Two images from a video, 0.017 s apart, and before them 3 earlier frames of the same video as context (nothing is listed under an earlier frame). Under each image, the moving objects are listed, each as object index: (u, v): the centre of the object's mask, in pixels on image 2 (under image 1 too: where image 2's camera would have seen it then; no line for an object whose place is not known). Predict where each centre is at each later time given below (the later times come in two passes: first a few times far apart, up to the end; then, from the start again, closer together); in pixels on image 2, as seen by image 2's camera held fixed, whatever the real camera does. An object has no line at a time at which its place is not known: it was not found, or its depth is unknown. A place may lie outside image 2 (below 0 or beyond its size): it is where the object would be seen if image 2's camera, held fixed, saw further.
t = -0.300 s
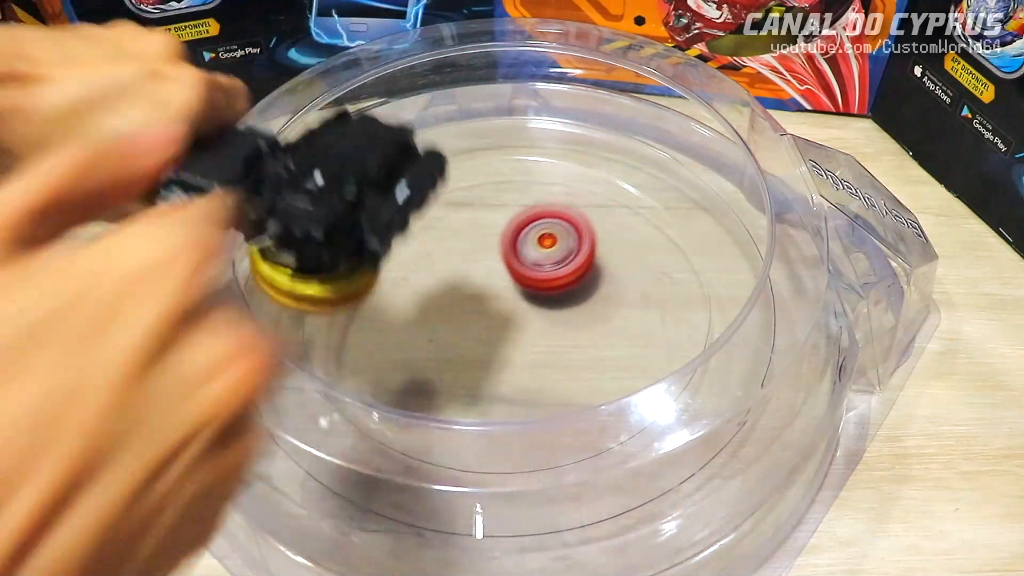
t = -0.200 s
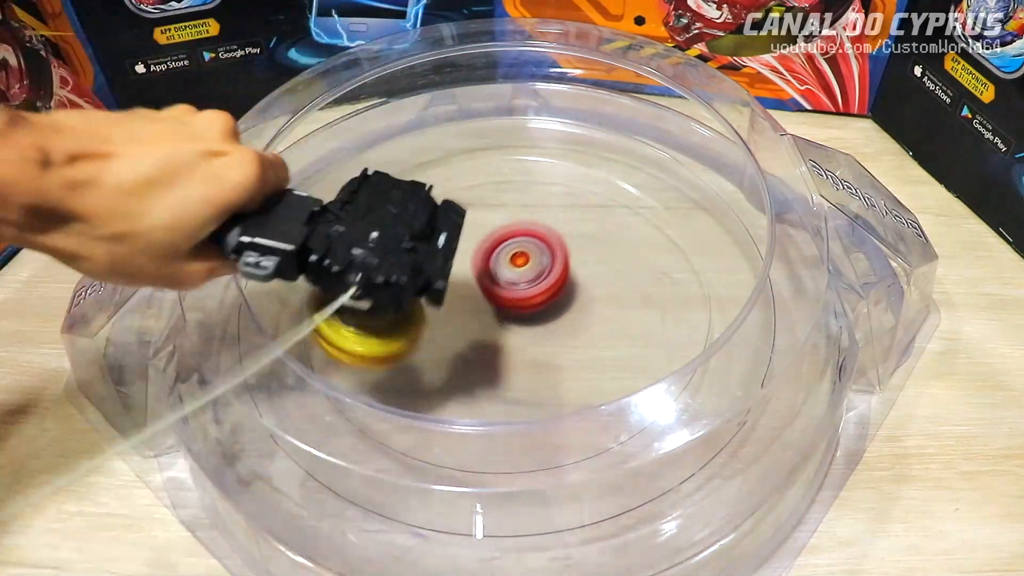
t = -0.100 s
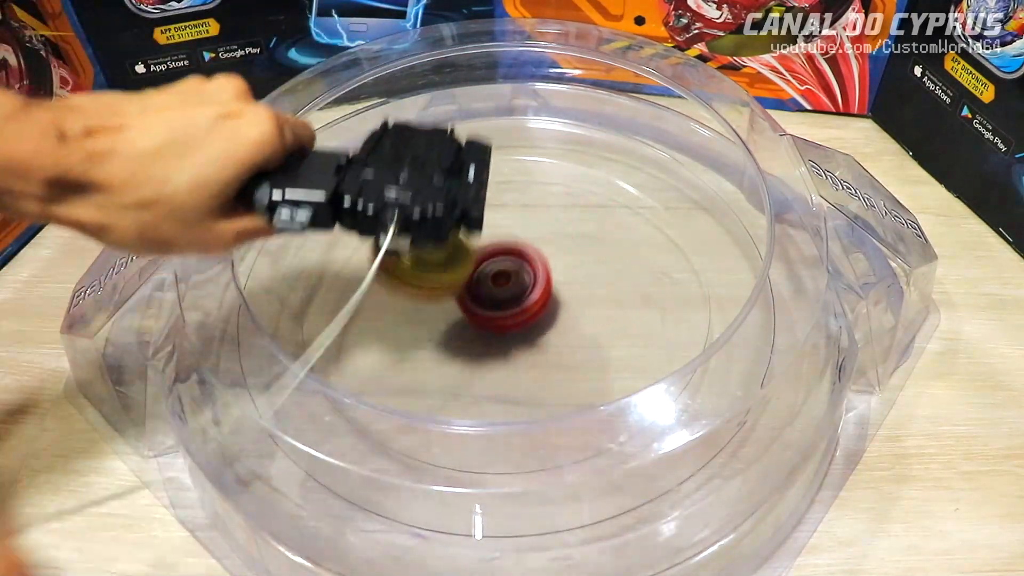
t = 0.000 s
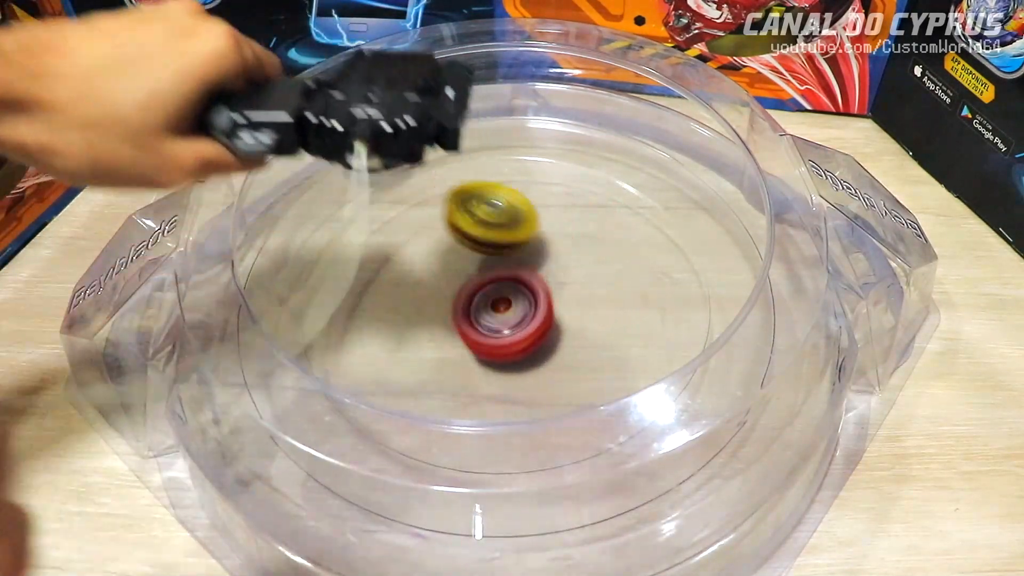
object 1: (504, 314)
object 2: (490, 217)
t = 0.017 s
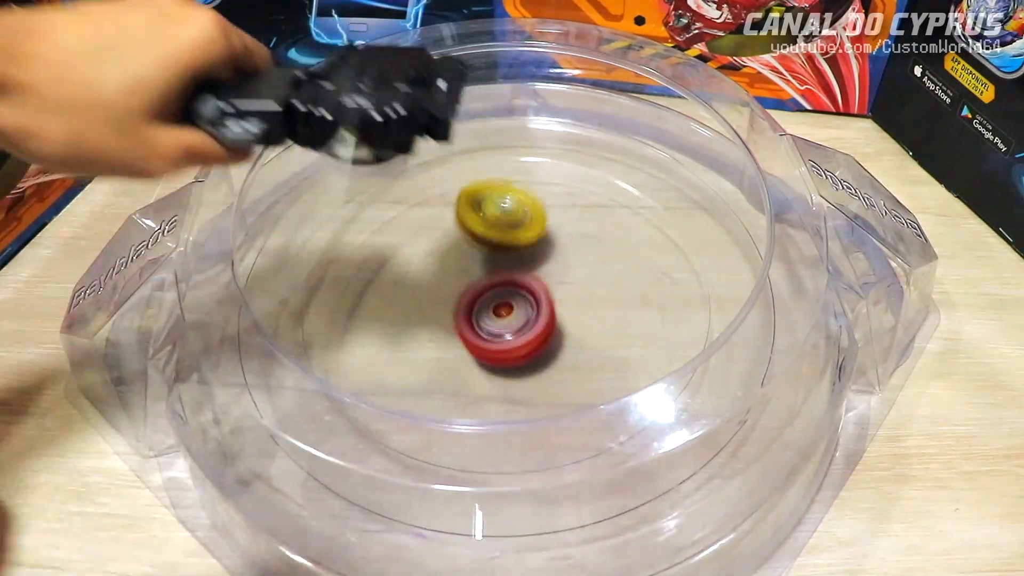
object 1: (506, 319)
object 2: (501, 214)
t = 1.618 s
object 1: (485, 321)
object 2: (449, 178)
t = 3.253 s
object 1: (465, 296)
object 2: (804, 297)
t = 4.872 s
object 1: (571, 321)
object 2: (271, 324)
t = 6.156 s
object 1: (445, 298)
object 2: (628, 136)
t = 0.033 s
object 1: (508, 322)
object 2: (505, 198)
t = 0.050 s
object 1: (511, 327)
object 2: (509, 186)
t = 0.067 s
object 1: (515, 331)
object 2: (513, 176)
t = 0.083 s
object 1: (518, 334)
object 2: (518, 169)
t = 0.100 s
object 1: (522, 337)
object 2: (522, 165)
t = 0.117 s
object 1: (527, 339)
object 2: (527, 164)
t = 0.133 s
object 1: (532, 341)
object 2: (531, 164)
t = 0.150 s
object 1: (538, 342)
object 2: (531, 154)
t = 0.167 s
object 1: (543, 342)
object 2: (530, 143)
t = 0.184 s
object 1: (550, 343)
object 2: (529, 137)
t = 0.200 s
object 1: (556, 342)
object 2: (529, 134)
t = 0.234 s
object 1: (569, 339)
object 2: (527, 135)
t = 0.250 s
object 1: (575, 337)
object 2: (525, 134)
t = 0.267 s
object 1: (581, 334)
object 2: (523, 132)
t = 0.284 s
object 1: (587, 332)
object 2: (520, 132)
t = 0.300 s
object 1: (591, 329)
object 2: (518, 137)
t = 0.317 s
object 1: (595, 326)
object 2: (515, 143)
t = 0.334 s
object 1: (597, 324)
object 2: (511, 145)
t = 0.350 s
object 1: (598, 320)
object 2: (506, 145)
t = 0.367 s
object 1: (599, 318)
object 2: (500, 148)
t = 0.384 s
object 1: (599, 315)
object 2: (495, 154)
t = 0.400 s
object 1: (598, 313)
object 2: (490, 157)
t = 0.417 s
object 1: (596, 310)
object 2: (485, 161)
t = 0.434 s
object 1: (593, 307)
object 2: (480, 167)
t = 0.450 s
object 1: (590, 305)
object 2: (474, 173)
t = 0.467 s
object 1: (587, 303)
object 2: (469, 179)
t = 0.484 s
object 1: (583, 301)
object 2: (464, 188)
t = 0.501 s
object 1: (578, 299)
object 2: (459, 195)
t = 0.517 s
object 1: (573, 298)
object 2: (455, 204)
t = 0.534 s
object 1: (567, 296)
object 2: (450, 212)
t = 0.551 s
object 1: (562, 294)
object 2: (445, 223)
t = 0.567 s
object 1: (556, 293)
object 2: (441, 232)
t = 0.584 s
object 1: (550, 291)
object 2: (438, 241)
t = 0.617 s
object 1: (538, 289)
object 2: (434, 261)
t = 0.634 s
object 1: (533, 288)
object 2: (432, 269)
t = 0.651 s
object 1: (537, 290)
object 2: (425, 273)
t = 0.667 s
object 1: (541, 292)
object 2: (418, 276)
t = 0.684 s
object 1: (544, 294)
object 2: (412, 279)
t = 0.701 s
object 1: (547, 296)
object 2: (408, 283)
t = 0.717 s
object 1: (549, 298)
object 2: (406, 286)
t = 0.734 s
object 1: (550, 300)
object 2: (405, 289)
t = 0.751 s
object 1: (550, 301)
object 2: (406, 292)
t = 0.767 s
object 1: (550, 303)
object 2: (408, 294)
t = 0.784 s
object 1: (549, 304)
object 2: (413, 297)
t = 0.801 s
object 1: (549, 305)
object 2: (419, 300)
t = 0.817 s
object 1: (548, 306)
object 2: (427, 302)
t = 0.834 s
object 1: (548, 307)
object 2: (436, 304)
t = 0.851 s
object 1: (555, 308)
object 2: (440, 304)
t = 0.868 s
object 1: (575, 308)
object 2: (430, 300)
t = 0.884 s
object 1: (593, 307)
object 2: (422, 296)
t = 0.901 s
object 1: (609, 307)
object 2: (416, 292)
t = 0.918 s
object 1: (624, 306)
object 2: (412, 288)
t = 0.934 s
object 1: (637, 304)
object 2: (409, 285)
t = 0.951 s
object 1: (649, 302)
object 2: (408, 283)
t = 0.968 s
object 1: (658, 301)
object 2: (410, 281)
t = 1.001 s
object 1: (671, 298)
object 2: (417, 280)
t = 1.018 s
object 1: (674, 297)
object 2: (423, 281)
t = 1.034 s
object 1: (675, 297)
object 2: (430, 281)
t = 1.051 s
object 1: (676, 295)
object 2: (437, 282)
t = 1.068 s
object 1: (675, 294)
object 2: (445, 282)
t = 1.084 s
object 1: (673, 293)
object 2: (453, 281)
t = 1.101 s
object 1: (671, 292)
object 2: (461, 280)
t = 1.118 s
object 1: (668, 291)
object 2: (469, 278)
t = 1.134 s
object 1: (665, 290)
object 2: (476, 275)
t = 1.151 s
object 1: (662, 289)
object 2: (484, 272)
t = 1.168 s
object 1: (657, 289)
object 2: (490, 269)
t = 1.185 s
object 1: (653, 288)
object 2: (497, 266)
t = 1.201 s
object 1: (648, 287)
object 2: (504, 262)
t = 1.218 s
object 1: (642, 287)
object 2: (510, 257)
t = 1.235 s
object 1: (636, 286)
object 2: (515, 254)
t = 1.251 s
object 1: (629, 286)
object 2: (519, 249)
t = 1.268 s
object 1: (622, 286)
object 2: (523, 246)
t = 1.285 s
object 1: (614, 285)
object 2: (526, 242)
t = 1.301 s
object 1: (607, 285)
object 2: (528, 238)
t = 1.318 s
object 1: (600, 286)
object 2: (529, 234)
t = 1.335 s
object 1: (595, 290)
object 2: (528, 226)
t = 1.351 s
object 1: (590, 294)
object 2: (525, 220)
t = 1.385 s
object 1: (579, 301)
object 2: (517, 206)
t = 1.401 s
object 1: (573, 303)
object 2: (513, 200)
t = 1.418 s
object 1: (567, 306)
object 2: (509, 194)
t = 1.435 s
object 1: (560, 308)
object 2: (504, 190)
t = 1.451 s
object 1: (553, 309)
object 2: (499, 186)
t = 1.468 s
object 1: (545, 311)
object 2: (493, 182)
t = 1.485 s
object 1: (538, 312)
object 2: (488, 180)
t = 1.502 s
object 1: (531, 314)
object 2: (484, 177)
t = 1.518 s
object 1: (524, 314)
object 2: (479, 176)
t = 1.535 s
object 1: (517, 316)
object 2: (474, 175)
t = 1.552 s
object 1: (510, 317)
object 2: (469, 175)
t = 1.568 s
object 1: (504, 318)
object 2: (464, 175)
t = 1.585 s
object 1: (497, 319)
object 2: (459, 176)
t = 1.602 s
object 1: (491, 320)
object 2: (454, 177)
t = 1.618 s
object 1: (485, 321)
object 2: (449, 178)
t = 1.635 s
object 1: (479, 322)
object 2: (445, 180)
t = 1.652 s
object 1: (475, 324)
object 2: (441, 183)
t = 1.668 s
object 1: (470, 324)
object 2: (437, 187)
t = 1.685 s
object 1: (466, 325)
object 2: (434, 193)
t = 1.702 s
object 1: (463, 326)
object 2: (431, 199)
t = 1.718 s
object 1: (460, 326)
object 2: (429, 207)
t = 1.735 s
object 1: (458, 326)
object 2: (429, 215)
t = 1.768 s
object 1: (455, 327)
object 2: (430, 233)
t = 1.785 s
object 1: (454, 328)
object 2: (432, 243)
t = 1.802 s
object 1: (455, 346)
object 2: (437, 239)
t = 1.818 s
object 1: (455, 366)
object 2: (442, 222)
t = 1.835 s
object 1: (456, 381)
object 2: (447, 205)
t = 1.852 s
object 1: (458, 413)
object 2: (453, 191)
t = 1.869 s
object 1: (458, 441)
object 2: (459, 178)
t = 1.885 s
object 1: (456, 465)
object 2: (463, 168)
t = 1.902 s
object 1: (460, 479)
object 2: (466, 157)
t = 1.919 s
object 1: (463, 498)
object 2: (470, 148)
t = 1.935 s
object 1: (466, 524)
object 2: (473, 141)
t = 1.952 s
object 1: (472, 529)
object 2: (475, 134)
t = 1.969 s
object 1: (479, 518)
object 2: (478, 130)
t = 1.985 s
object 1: (487, 508)
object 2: (481, 125)
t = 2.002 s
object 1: (494, 500)
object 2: (485, 120)
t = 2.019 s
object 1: (502, 494)
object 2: (489, 118)
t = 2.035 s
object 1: (509, 491)
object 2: (494, 113)
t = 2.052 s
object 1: (516, 487)
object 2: (499, 109)
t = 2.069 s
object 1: (521, 479)
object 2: (505, 106)
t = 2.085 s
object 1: (524, 463)
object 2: (510, 101)
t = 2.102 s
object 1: (528, 455)
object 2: (515, 98)
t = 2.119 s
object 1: (532, 449)
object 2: (519, 97)
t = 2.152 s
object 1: (538, 434)
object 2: (527, 97)
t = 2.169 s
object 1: (539, 425)
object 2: (530, 96)
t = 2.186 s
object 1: (540, 420)
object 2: (534, 96)
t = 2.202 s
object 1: (542, 414)
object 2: (537, 97)
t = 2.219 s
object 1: (540, 393)
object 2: (541, 97)
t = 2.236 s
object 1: (541, 389)
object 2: (545, 97)
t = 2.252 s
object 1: (542, 385)
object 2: (548, 97)
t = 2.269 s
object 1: (542, 376)
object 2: (553, 98)
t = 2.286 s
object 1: (541, 367)
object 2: (556, 97)
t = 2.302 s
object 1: (540, 357)
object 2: (560, 98)
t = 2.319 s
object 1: (538, 347)
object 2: (565, 98)
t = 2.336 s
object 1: (536, 337)
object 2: (570, 98)
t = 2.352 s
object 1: (532, 326)
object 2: (575, 98)
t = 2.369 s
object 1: (528, 317)
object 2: (581, 98)
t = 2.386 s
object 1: (523, 306)
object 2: (587, 98)
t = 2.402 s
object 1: (517, 297)
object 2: (594, 98)
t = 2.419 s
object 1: (510, 288)
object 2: (600, 97)
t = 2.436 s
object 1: (503, 279)
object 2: (608, 98)
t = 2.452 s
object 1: (496, 271)
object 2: (614, 98)
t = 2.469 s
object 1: (489, 264)
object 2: (621, 100)
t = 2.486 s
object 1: (481, 258)
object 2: (627, 103)
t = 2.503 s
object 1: (473, 252)
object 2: (633, 105)
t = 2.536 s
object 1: (457, 243)
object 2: (648, 109)
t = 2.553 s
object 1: (450, 240)
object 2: (655, 112)
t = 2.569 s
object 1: (442, 237)
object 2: (661, 115)
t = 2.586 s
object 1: (434, 235)
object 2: (670, 115)
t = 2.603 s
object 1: (426, 234)
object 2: (677, 118)
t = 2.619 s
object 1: (418, 233)
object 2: (685, 121)
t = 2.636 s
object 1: (410, 231)
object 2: (692, 124)
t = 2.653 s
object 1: (403, 230)
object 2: (700, 127)
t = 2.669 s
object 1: (395, 230)
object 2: (706, 131)
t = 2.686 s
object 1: (388, 230)
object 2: (712, 136)
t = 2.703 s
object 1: (381, 230)
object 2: (715, 140)
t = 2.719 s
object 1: (374, 229)
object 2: (716, 144)
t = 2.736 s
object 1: (368, 229)
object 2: (718, 151)
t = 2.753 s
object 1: (362, 229)
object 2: (721, 155)
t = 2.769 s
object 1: (356, 229)
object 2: (724, 161)
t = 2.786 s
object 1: (351, 230)
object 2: (729, 166)
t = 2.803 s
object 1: (346, 230)
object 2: (734, 170)
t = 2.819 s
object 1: (341, 231)
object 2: (739, 175)
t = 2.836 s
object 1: (336, 232)
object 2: (745, 181)
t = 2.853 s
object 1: (333, 233)
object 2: (751, 186)
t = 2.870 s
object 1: (331, 235)
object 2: (757, 191)
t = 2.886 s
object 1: (330, 236)
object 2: (762, 197)
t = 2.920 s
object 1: (330, 238)
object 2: (775, 208)
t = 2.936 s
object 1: (331, 240)
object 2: (782, 214)
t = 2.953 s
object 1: (333, 242)
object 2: (790, 218)
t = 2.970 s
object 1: (336, 244)
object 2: (796, 224)
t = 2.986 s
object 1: (339, 246)
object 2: (803, 230)
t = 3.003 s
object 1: (342, 248)
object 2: (810, 237)
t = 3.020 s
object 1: (347, 251)
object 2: (818, 244)
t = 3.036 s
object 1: (352, 253)
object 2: (825, 250)
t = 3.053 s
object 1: (358, 256)
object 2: (831, 256)
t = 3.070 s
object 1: (364, 259)
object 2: (836, 261)
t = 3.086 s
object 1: (371, 261)
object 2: (838, 267)
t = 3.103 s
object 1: (378, 265)
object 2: (835, 270)
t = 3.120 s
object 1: (386, 268)
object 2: (830, 272)
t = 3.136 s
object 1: (394, 271)
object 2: (826, 273)
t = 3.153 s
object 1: (404, 275)
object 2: (822, 276)
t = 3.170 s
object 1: (412, 278)
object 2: (819, 278)
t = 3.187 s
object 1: (422, 283)
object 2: (815, 282)
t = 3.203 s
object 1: (433, 285)
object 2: (812, 284)
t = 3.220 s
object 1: (443, 289)
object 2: (809, 288)
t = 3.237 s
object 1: (455, 293)
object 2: (806, 292)
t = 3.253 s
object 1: (465, 296)
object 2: (804, 297)
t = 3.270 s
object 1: (476, 298)
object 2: (802, 301)
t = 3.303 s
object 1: (498, 299)
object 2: (799, 313)
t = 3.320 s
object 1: (509, 298)
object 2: (799, 319)
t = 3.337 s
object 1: (519, 297)
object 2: (797, 324)
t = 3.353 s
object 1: (528, 295)
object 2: (795, 331)
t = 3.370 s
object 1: (537, 292)
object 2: (791, 336)
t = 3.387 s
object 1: (545, 288)
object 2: (789, 344)
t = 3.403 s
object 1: (553, 284)
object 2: (787, 349)
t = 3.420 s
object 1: (558, 280)
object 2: (785, 356)
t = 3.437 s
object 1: (564, 275)
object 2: (783, 364)
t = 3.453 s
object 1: (569, 270)
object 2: (780, 371)
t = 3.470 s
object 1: (572, 264)
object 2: (777, 379)
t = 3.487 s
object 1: (575, 258)
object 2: (775, 386)
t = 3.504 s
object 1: (576, 253)
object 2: (772, 394)
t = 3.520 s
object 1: (578, 248)
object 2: (771, 401)
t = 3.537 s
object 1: (580, 241)
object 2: (768, 410)
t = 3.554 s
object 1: (580, 236)
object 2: (765, 418)
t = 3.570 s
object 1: (581, 230)
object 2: (760, 425)
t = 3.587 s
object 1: (581, 225)
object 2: (753, 429)
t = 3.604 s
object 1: (582, 219)
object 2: (747, 434)
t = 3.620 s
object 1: (581, 214)
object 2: (741, 441)
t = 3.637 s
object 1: (581, 209)
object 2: (736, 447)
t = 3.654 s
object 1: (580, 205)
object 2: (731, 453)
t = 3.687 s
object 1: (579, 196)
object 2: (712, 465)
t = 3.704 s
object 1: (578, 192)
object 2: (704, 470)
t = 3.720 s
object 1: (577, 188)
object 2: (696, 477)
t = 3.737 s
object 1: (576, 185)
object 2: (687, 482)
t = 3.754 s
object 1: (575, 182)
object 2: (678, 488)
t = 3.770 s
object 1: (574, 181)
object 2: (670, 493)
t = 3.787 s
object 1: (573, 181)
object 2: (661, 497)
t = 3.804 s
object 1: (571, 181)
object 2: (651, 500)
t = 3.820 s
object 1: (570, 181)
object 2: (641, 505)
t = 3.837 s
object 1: (569, 183)
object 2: (631, 508)
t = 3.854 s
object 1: (567, 184)
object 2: (620, 512)
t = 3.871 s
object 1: (565, 186)
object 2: (610, 516)
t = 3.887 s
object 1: (563, 190)
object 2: (600, 518)
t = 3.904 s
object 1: (561, 192)
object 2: (590, 520)
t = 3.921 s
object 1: (558, 196)
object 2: (579, 522)
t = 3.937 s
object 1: (556, 199)
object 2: (568, 524)
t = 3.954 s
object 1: (553, 204)
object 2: (557, 524)
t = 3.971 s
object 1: (550, 209)
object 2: (545, 525)
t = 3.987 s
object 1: (547, 214)
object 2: (534, 526)
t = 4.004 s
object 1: (544, 219)
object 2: (523, 527)
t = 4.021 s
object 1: (541, 226)
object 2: (511, 527)
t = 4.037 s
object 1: (537, 232)
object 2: (500, 528)
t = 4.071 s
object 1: (530, 247)
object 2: (478, 527)
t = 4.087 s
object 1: (527, 253)
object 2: (466, 526)
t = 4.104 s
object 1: (522, 262)
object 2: (455, 526)
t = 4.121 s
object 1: (519, 268)
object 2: (444, 525)
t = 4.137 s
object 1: (516, 276)
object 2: (434, 524)
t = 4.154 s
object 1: (514, 283)
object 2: (423, 523)
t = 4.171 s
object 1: (512, 290)
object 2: (413, 521)
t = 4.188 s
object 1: (511, 298)
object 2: (403, 520)
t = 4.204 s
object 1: (511, 305)
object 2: (393, 518)
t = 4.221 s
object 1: (512, 311)
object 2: (383, 514)
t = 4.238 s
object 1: (513, 316)
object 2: (373, 511)
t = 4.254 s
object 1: (515, 323)
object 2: (364, 508)
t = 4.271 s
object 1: (518, 328)
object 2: (355, 504)
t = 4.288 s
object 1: (521, 332)
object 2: (346, 500)
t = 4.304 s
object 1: (525, 336)
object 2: (338, 496)
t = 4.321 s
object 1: (530, 340)
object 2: (329, 492)
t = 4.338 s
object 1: (535, 343)
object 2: (321, 488)
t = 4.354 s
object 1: (541, 345)
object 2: (312, 484)
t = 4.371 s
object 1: (547, 347)
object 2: (305, 479)
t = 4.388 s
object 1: (554, 348)
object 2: (298, 475)
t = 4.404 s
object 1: (561, 350)
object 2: (290, 470)
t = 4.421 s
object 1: (567, 350)
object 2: (284, 465)
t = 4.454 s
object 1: (580, 350)
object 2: (269, 455)
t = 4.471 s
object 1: (587, 351)
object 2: (264, 450)
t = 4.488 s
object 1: (593, 350)
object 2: (257, 445)
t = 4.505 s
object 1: (599, 350)
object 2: (251, 440)
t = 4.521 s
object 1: (605, 349)
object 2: (246, 434)
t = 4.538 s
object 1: (611, 348)
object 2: (241, 428)
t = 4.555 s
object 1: (616, 347)
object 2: (238, 423)
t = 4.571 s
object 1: (620, 346)
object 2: (236, 417)
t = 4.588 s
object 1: (623, 345)
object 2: (232, 409)
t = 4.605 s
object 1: (624, 345)
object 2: (232, 404)
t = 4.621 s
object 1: (625, 344)
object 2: (233, 397)
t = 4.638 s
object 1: (625, 343)
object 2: (231, 392)
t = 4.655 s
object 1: (624, 342)
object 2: (231, 385)
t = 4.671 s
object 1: (623, 341)
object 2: (232, 378)
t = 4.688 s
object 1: (621, 340)
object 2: (232, 371)
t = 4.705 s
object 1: (619, 338)
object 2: (232, 364)
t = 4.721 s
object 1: (616, 337)
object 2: (233, 358)
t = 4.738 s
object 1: (613, 336)
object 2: (234, 353)
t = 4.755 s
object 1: (609, 334)
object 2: (237, 349)
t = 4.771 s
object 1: (604, 332)
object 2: (241, 347)
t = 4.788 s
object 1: (600, 331)
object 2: (248, 344)
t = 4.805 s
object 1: (595, 329)
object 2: (254, 341)
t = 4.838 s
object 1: (583, 325)
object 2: (264, 333)
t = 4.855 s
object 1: (578, 323)
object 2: (268, 328)
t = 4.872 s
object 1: (571, 321)
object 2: (271, 324)
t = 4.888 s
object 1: (564, 318)
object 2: (275, 318)
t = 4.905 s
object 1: (557, 316)
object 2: (279, 312)
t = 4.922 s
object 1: (550, 313)
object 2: (281, 307)
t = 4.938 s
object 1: (543, 311)
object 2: (284, 301)
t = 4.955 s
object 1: (536, 308)
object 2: (288, 296)
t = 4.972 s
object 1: (529, 307)
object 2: (291, 290)
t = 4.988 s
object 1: (521, 305)
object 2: (294, 285)
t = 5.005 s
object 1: (514, 304)
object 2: (297, 280)
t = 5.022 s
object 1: (505, 303)
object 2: (302, 277)
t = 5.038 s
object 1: (498, 303)
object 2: (308, 275)
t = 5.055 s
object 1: (490, 303)
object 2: (315, 272)
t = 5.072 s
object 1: (482, 303)
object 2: (323, 272)
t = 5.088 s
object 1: (475, 304)
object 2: (332, 272)
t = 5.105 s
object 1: (468, 306)
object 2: (341, 272)
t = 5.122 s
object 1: (461, 308)
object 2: (351, 273)
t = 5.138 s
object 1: (463, 317)
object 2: (357, 271)
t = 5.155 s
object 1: (496, 334)
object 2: (334, 251)
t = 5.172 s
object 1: (532, 350)
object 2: (312, 230)
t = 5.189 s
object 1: (569, 365)
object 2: (293, 210)
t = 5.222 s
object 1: (628, 372)
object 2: (262, 183)
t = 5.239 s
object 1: (681, 385)
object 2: (271, 178)
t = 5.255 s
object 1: (715, 402)
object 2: (279, 172)
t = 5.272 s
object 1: (748, 413)
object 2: (288, 167)
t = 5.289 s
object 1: (762, 419)
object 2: (298, 165)
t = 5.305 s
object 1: (768, 411)
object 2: (305, 160)
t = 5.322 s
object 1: (763, 399)
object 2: (312, 157)
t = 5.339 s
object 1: (761, 390)
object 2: (318, 152)
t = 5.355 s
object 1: (756, 383)
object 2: (326, 149)
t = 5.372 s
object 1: (750, 374)
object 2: (332, 146)
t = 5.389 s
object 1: (742, 361)
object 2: (337, 143)
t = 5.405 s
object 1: (736, 354)
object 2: (343, 141)
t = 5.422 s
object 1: (729, 344)
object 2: (349, 139)
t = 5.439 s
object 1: (722, 335)
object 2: (353, 138)
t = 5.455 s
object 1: (715, 327)
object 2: (358, 138)
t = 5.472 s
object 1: (706, 321)
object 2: (364, 141)
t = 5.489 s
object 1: (695, 315)
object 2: (369, 142)
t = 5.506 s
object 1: (691, 309)
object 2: (374, 143)
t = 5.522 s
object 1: (683, 304)
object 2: (379, 144)
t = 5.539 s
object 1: (673, 297)
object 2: (384, 144)
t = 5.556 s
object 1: (663, 291)
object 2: (390, 143)
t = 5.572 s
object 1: (652, 285)
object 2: (396, 143)
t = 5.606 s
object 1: (630, 272)
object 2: (409, 141)
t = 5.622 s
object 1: (618, 266)
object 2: (415, 140)
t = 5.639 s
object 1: (606, 261)
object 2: (421, 139)
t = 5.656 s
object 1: (594, 256)
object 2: (428, 138)
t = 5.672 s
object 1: (582, 251)
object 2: (435, 137)
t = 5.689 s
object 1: (571, 245)
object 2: (442, 137)
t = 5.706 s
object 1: (558, 240)
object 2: (449, 136)
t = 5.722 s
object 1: (547, 235)
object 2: (456, 136)
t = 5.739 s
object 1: (537, 231)
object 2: (463, 135)
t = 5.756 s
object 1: (526, 228)
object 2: (470, 135)
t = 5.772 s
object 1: (518, 224)
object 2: (478, 135)
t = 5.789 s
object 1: (509, 222)
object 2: (485, 135)
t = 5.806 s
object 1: (500, 219)
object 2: (491, 135)
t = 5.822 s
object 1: (491, 218)
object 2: (499, 134)
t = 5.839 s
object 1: (483, 221)
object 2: (506, 130)
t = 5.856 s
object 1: (474, 226)
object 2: (514, 127)
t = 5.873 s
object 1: (466, 231)
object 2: (522, 124)
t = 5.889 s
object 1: (459, 234)
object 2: (529, 122)
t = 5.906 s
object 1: (452, 239)
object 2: (537, 120)
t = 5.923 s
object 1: (446, 243)
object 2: (546, 119)
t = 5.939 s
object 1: (440, 247)
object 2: (553, 118)
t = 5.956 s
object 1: (435, 251)
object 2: (562, 118)
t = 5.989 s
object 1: (429, 259)
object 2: (578, 116)
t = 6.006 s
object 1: (426, 263)
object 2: (586, 117)
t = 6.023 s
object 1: (425, 268)
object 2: (594, 117)
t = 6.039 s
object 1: (425, 272)
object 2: (601, 117)
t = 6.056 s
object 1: (426, 276)
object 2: (606, 119)
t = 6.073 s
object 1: (428, 280)
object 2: (610, 122)
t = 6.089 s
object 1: (430, 284)
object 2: (612, 125)
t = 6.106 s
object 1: (433, 288)
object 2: (615, 128)
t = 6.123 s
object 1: (436, 291)
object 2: (619, 131)
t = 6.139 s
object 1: (440, 295)
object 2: (623, 133)
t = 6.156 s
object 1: (445, 298)
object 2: (628, 136)
